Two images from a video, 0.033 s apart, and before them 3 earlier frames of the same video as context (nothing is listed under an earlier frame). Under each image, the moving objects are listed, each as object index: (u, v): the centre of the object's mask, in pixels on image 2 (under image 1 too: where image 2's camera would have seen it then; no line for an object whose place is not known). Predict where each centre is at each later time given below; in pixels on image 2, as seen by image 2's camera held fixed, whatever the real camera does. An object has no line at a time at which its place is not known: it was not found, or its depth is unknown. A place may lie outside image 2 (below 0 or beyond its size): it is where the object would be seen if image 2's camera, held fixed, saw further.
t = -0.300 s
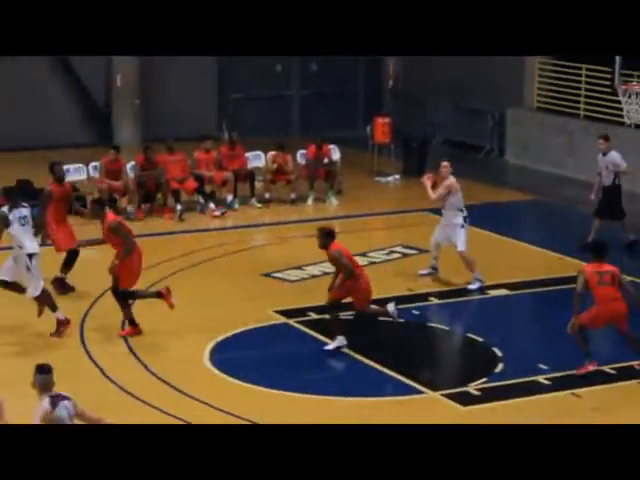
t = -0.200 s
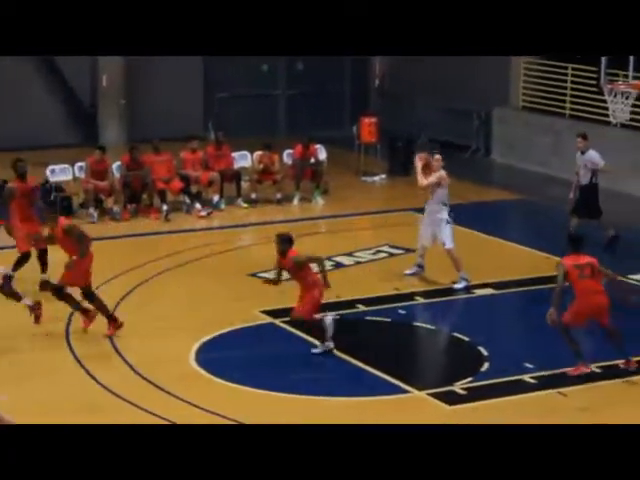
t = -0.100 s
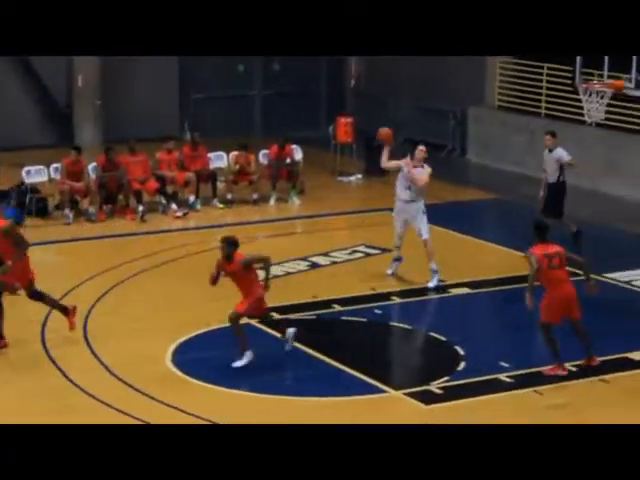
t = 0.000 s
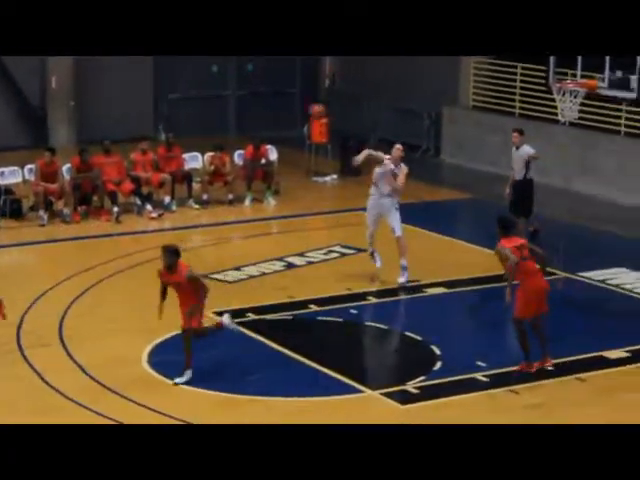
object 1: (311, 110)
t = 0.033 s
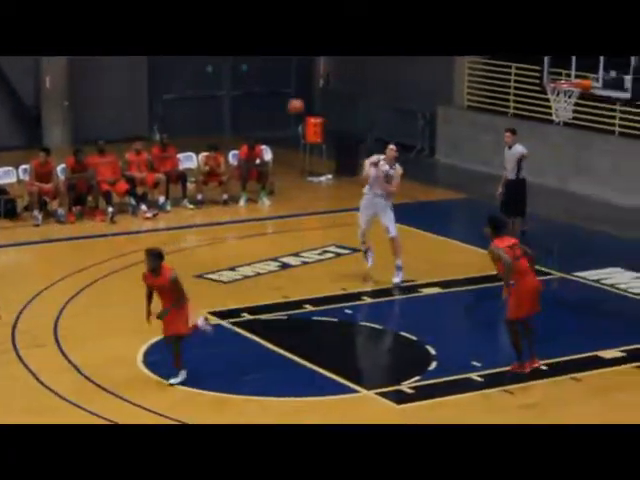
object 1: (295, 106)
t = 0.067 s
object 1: (279, 101)
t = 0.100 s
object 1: (263, 96)
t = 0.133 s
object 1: (246, 91)
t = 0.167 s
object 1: (227, 89)
